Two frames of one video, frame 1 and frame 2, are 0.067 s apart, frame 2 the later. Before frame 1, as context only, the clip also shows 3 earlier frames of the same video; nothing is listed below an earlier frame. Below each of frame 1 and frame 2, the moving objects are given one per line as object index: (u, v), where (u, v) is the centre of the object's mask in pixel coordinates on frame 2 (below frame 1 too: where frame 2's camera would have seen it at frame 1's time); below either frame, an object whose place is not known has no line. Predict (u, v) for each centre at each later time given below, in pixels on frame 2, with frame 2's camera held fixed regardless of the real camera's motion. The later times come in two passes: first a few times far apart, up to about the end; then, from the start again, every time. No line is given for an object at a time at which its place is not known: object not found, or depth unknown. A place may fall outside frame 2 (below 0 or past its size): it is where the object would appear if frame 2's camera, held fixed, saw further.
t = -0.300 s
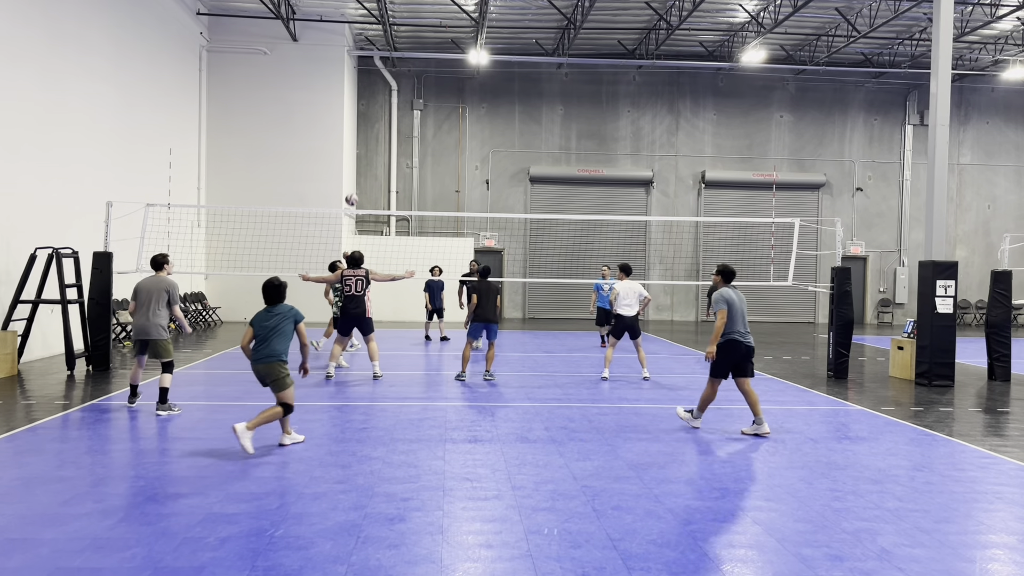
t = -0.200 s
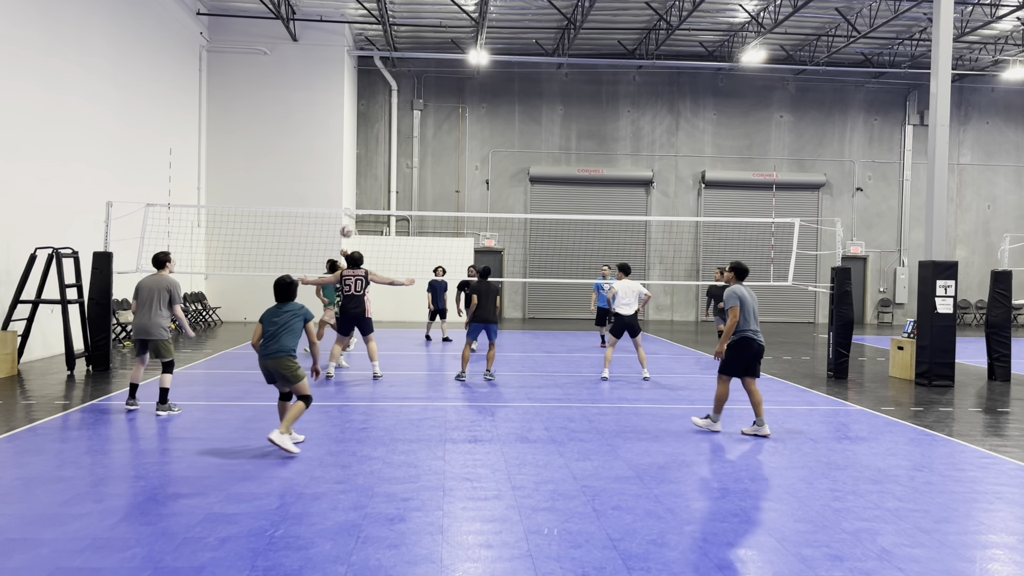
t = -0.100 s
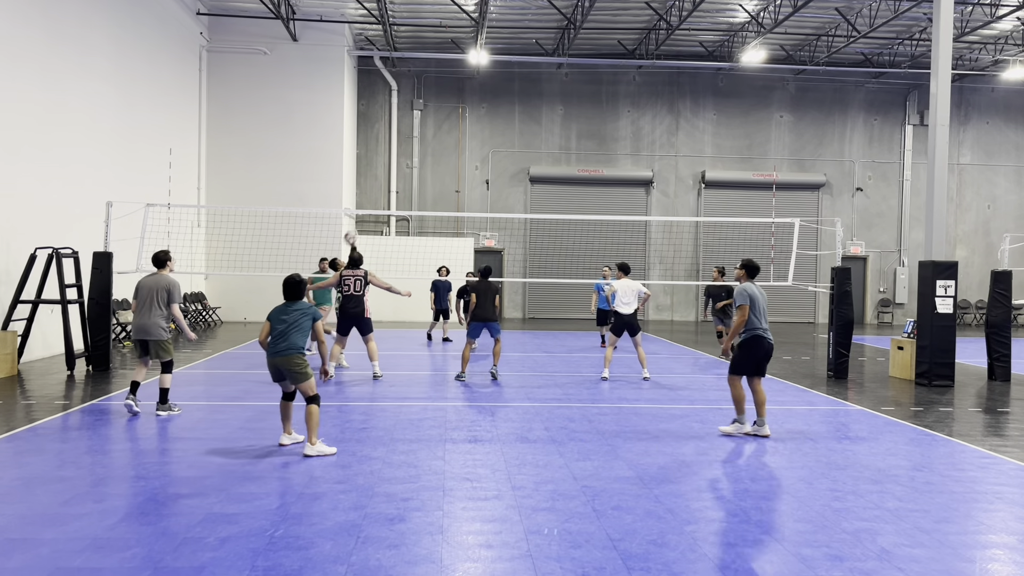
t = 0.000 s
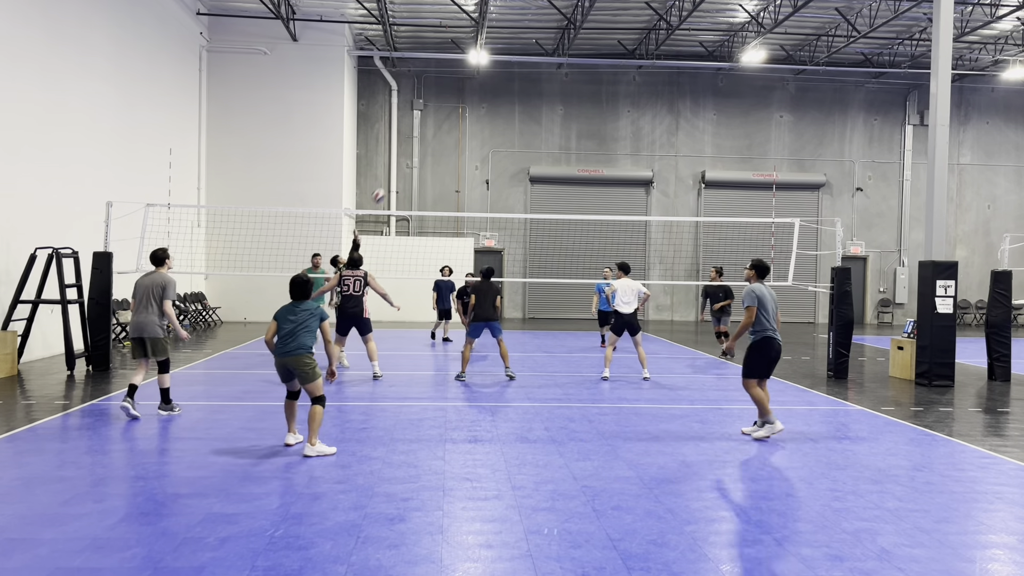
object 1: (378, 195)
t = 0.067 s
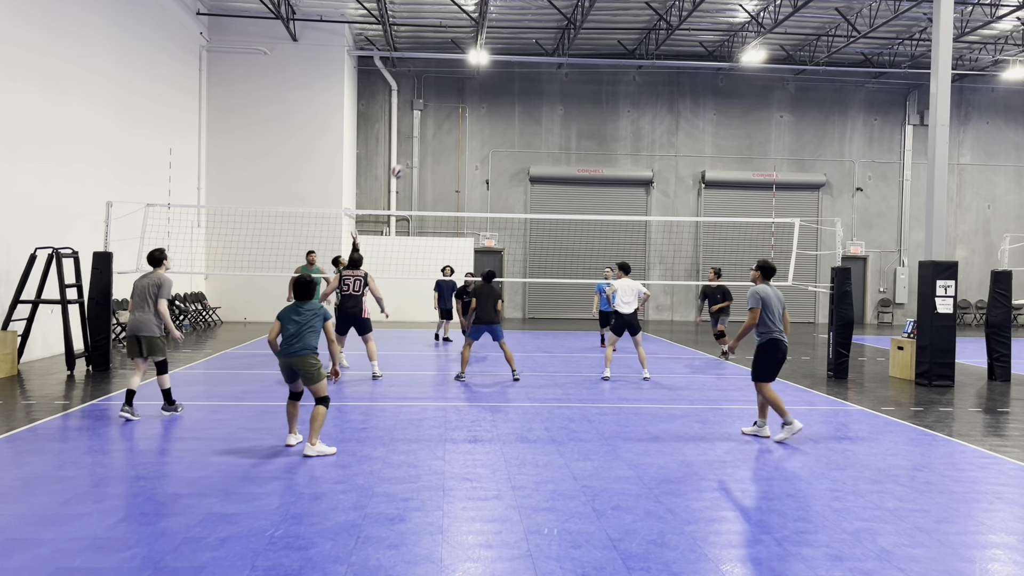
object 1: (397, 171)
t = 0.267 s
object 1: (450, 117)
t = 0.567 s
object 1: (524, 85)
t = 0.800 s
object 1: (578, 99)
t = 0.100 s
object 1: (406, 161)
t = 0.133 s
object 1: (415, 151)
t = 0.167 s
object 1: (424, 141)
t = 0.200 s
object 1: (433, 133)
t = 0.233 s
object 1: (441, 124)
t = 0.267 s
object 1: (450, 117)
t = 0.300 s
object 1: (459, 111)
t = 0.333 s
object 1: (467, 105)
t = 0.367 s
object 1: (476, 100)
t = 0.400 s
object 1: (484, 96)
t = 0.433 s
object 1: (492, 92)
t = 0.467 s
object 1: (500, 90)
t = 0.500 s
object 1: (508, 88)
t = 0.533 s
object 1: (516, 86)
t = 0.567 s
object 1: (524, 85)
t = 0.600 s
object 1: (532, 85)
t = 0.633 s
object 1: (540, 86)
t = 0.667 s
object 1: (548, 87)
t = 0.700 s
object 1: (556, 88)
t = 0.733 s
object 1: (563, 91)
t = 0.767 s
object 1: (571, 94)
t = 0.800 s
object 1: (578, 99)
